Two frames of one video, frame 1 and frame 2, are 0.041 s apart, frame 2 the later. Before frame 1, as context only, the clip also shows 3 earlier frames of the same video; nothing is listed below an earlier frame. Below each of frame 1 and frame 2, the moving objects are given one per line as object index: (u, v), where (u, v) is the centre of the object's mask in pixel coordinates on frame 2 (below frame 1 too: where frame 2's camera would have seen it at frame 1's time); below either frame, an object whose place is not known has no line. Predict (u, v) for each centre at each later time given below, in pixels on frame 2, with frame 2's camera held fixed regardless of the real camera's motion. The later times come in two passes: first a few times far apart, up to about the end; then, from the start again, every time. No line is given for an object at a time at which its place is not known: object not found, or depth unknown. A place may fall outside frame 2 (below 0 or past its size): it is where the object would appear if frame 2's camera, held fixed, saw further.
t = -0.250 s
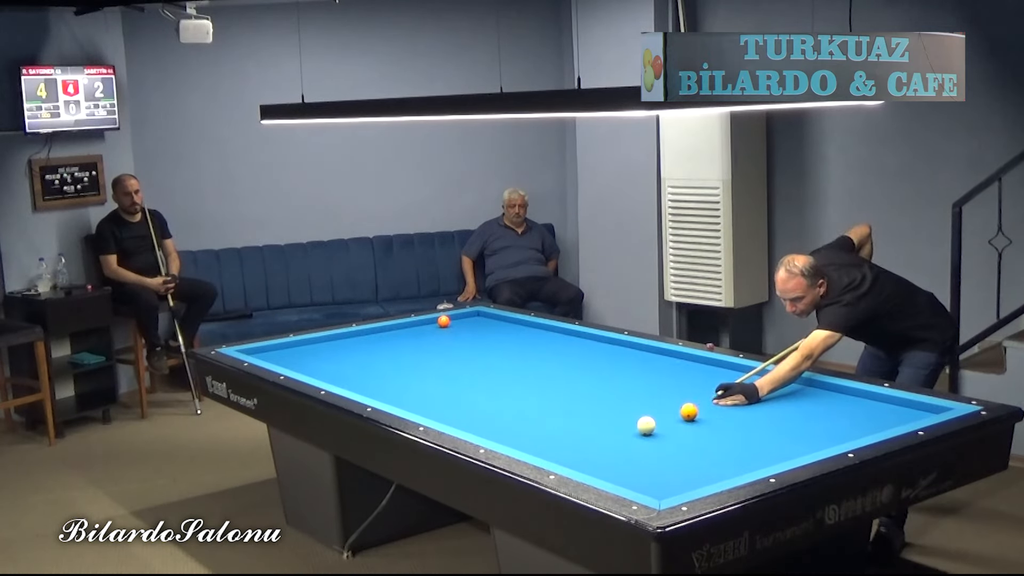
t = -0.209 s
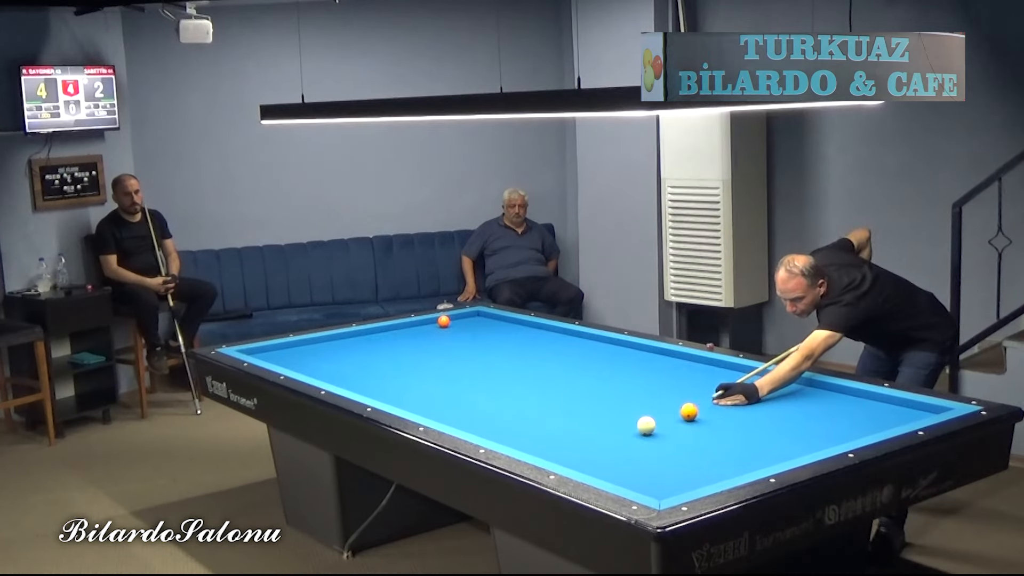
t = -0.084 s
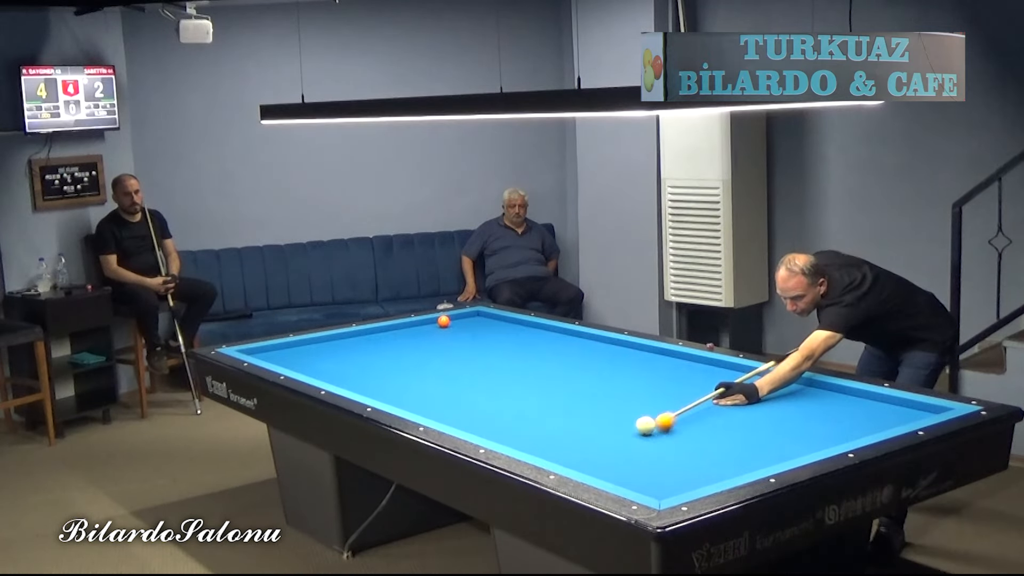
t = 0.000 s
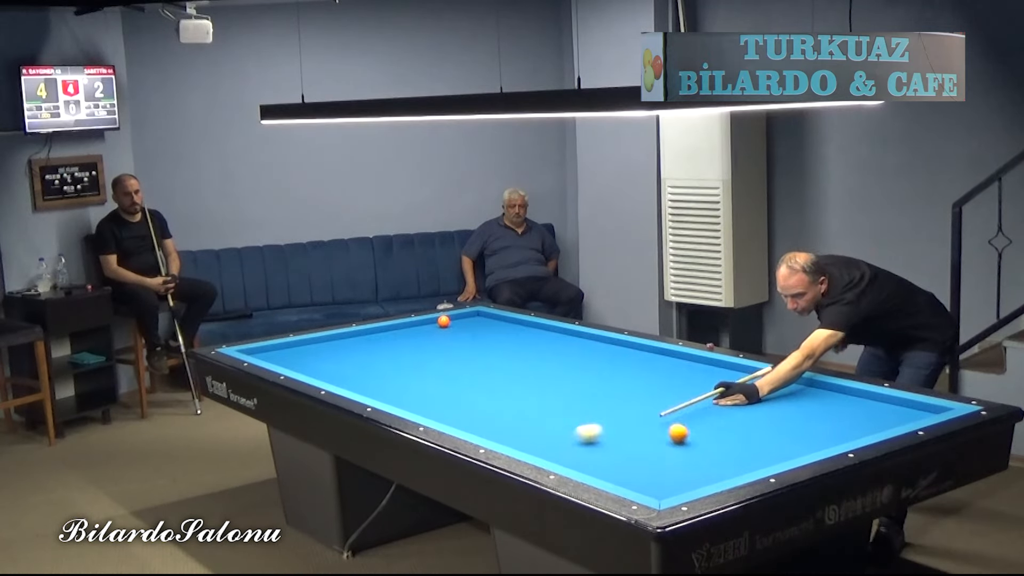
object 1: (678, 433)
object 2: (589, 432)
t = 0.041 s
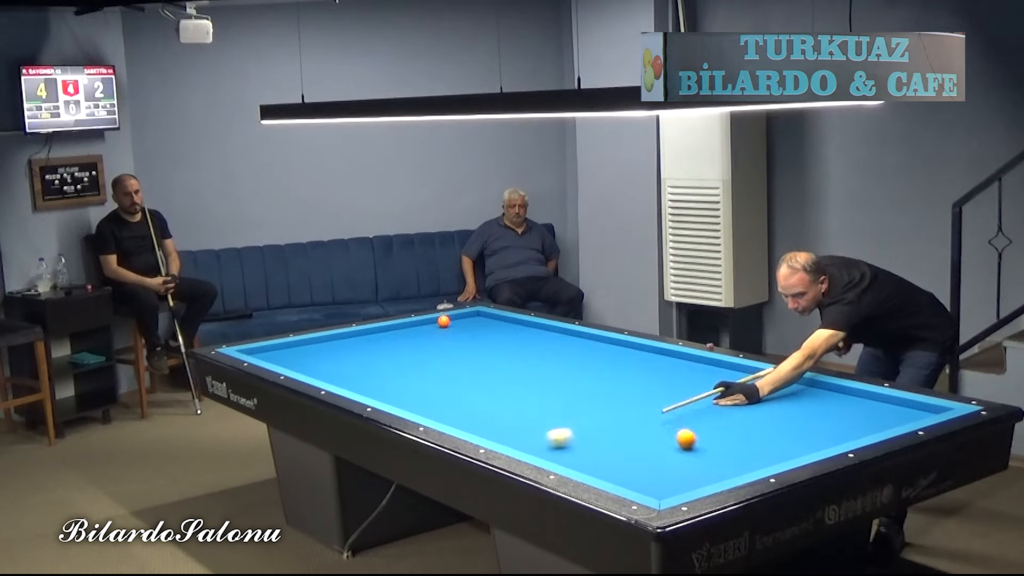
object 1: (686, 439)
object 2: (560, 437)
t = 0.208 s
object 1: (713, 461)
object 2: (539, 433)
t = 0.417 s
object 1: (679, 478)
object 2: (604, 410)
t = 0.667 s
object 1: (612, 472)
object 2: (657, 391)
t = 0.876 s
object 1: (604, 451)
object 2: (700, 375)
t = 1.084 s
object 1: (595, 435)
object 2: (722, 366)
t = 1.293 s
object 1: (587, 418)
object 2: (686, 373)
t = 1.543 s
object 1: (579, 403)
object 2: (651, 380)
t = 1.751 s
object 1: (572, 390)
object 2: (619, 387)
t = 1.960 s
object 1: (566, 379)
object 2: (589, 392)
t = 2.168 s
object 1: (561, 369)
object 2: (559, 398)
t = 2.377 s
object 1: (556, 359)
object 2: (525, 405)
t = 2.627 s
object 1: (551, 349)
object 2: (487, 412)
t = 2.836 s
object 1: (546, 341)
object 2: (451, 418)
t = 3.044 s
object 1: (543, 334)
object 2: (454, 418)
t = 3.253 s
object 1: (539, 327)
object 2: (471, 413)
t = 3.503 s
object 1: (518, 324)
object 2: (489, 409)
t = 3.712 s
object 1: (496, 322)
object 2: (505, 404)
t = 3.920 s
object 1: (478, 321)
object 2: (519, 401)
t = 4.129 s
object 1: (460, 319)
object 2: (533, 397)
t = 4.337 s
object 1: (441, 315)
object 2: (546, 393)
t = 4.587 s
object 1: (448, 317)
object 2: (561, 389)
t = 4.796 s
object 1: (452, 319)
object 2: (573, 386)
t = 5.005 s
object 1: (455, 320)
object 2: (584, 383)
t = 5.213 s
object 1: (458, 320)
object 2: (596, 380)
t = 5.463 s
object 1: (462, 321)
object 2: (608, 377)
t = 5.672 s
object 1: (465, 321)
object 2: (618, 374)
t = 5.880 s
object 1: (467, 321)
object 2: (627, 371)
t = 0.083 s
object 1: (693, 444)
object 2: (530, 441)
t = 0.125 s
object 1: (701, 450)
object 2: (510, 441)
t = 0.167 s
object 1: (707, 456)
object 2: (524, 438)
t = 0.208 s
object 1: (713, 461)
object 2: (539, 433)
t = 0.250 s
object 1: (718, 467)
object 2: (553, 428)
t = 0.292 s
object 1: (725, 473)
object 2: (572, 422)
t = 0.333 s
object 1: (717, 475)
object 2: (583, 417)
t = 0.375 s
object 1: (698, 477)
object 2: (594, 413)
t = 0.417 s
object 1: (679, 478)
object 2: (604, 410)
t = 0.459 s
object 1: (661, 479)
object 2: (614, 406)
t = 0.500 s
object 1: (644, 480)
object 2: (623, 403)
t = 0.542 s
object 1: (627, 479)
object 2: (632, 400)
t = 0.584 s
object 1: (613, 478)
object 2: (640, 397)
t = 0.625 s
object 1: (612, 475)
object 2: (649, 394)
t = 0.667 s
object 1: (612, 472)
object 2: (657, 391)
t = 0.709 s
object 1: (611, 468)
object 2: (665, 387)
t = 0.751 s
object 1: (610, 464)
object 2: (673, 385)
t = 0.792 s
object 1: (608, 458)
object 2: (685, 380)
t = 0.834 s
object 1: (606, 454)
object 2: (692, 378)
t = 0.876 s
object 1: (604, 451)
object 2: (700, 375)
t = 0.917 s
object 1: (602, 448)
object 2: (708, 372)
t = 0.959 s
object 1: (600, 444)
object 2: (715, 370)
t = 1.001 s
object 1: (599, 441)
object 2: (722, 367)
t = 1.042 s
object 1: (597, 438)
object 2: (728, 365)
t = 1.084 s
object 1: (595, 435)
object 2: (722, 366)
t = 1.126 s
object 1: (594, 432)
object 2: (715, 367)
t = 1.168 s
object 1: (592, 429)
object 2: (708, 369)
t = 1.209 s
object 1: (591, 425)
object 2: (701, 370)
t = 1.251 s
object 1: (588, 421)
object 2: (691, 372)
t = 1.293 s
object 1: (587, 418)
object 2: (686, 373)
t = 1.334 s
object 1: (586, 415)
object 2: (680, 375)
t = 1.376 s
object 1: (584, 413)
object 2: (674, 376)
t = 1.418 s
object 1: (583, 410)
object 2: (669, 377)
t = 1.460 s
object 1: (581, 408)
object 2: (663, 378)
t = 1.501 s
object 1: (580, 405)
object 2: (657, 379)
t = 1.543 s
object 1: (579, 403)
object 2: (651, 380)
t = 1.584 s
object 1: (578, 400)
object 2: (645, 381)
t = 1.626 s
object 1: (576, 398)
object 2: (639, 383)
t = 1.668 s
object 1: (575, 395)
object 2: (634, 384)
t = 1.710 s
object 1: (574, 393)
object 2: (628, 385)
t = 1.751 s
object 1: (572, 390)
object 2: (619, 387)
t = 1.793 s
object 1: (571, 387)
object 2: (613, 388)
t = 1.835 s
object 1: (570, 385)
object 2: (607, 389)
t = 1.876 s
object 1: (569, 383)
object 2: (601, 390)
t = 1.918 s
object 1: (568, 381)
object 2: (595, 391)
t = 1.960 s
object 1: (566, 379)
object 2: (589, 392)
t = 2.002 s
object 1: (565, 377)
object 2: (583, 393)
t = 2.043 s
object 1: (564, 375)
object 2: (577, 395)
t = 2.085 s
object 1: (563, 373)
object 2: (571, 396)
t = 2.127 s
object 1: (562, 371)
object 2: (565, 397)
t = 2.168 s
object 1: (561, 369)
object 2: (559, 398)
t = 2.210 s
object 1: (560, 367)
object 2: (553, 399)
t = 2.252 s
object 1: (559, 364)
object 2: (543, 401)
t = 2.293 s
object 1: (558, 363)
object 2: (537, 402)
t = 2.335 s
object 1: (557, 361)
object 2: (531, 404)
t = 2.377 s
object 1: (556, 359)
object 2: (525, 405)
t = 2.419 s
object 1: (555, 357)
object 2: (519, 406)
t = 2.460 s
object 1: (554, 355)
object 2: (512, 407)
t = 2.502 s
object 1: (553, 354)
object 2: (506, 409)
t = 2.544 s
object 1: (553, 352)
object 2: (499, 410)
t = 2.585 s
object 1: (552, 351)
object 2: (493, 411)
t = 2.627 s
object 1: (551, 349)
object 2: (487, 412)
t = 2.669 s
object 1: (550, 348)
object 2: (480, 414)
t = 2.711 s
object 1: (549, 345)
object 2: (471, 415)
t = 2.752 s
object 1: (548, 344)
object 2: (464, 417)
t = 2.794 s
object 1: (547, 342)
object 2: (457, 418)
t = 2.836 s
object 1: (546, 341)
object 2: (451, 418)
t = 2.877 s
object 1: (546, 339)
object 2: (445, 418)
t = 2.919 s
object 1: (545, 338)
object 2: (442, 418)
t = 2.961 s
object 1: (544, 337)
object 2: (447, 418)
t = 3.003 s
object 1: (543, 335)
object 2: (450, 418)
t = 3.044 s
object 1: (543, 334)
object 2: (454, 418)
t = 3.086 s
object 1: (542, 332)
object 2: (457, 417)
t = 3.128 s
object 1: (541, 331)
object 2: (460, 416)
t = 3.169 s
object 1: (540, 330)
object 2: (463, 416)
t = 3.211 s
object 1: (539, 328)
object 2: (468, 414)
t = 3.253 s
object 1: (539, 327)
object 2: (471, 413)
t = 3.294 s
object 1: (538, 325)
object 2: (474, 413)
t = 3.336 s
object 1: (534, 325)
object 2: (477, 412)
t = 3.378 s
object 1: (530, 325)
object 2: (480, 411)
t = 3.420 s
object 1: (525, 324)
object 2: (483, 410)
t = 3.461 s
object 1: (522, 324)
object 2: (487, 409)
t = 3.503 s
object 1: (518, 324)
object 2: (489, 409)
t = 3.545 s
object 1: (514, 323)
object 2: (492, 408)
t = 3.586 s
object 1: (510, 323)
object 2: (495, 407)
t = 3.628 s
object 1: (506, 323)
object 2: (498, 406)
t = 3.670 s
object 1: (502, 322)
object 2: (501, 405)
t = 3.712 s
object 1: (496, 322)
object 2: (505, 404)
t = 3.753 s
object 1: (493, 322)
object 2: (508, 404)
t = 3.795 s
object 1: (489, 321)
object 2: (511, 403)
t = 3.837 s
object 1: (485, 321)
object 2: (514, 402)
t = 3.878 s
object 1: (482, 321)
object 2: (517, 401)
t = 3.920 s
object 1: (478, 321)
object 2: (519, 401)
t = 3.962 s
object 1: (474, 320)
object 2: (522, 400)
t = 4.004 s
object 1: (471, 320)
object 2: (525, 399)
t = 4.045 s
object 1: (467, 320)
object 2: (527, 398)
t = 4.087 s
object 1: (463, 320)
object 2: (530, 398)
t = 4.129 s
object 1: (460, 319)
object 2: (533, 397)
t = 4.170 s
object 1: (455, 319)
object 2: (536, 396)
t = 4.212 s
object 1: (452, 318)
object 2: (539, 395)
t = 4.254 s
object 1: (449, 317)
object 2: (541, 395)
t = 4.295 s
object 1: (445, 316)
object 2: (544, 394)
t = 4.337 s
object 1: (441, 315)
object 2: (546, 393)
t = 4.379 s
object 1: (442, 315)
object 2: (549, 393)
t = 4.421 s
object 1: (444, 315)
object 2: (551, 392)
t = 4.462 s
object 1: (446, 316)
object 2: (553, 391)
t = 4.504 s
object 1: (447, 316)
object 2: (556, 391)
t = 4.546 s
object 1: (448, 316)
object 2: (558, 390)
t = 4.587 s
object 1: (448, 317)
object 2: (561, 389)
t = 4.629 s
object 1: (449, 318)
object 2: (563, 389)
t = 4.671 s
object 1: (450, 318)
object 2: (566, 388)
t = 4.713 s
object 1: (451, 319)
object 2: (569, 387)
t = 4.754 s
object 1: (451, 319)
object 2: (571, 387)
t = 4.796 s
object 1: (452, 319)
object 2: (573, 386)
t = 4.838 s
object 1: (452, 319)
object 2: (575, 385)
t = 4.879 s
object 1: (453, 319)
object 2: (577, 385)
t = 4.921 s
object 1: (454, 320)
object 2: (580, 384)
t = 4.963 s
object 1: (454, 320)
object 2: (582, 384)
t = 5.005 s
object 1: (455, 320)
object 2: (584, 383)
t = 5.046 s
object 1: (455, 320)
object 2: (586, 383)
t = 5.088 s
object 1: (456, 320)
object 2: (589, 382)
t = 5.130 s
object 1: (457, 320)
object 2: (591, 382)
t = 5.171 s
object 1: (458, 320)
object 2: (594, 380)
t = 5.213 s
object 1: (458, 320)
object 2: (596, 380)
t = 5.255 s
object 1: (459, 320)
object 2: (598, 379)
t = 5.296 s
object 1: (460, 320)
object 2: (600, 379)
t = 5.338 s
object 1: (460, 321)
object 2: (602, 378)
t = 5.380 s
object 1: (461, 321)
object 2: (604, 378)
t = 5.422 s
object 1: (461, 320)
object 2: (606, 377)
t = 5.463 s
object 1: (462, 321)
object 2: (608, 377)
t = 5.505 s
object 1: (462, 321)
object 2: (610, 376)
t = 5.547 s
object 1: (463, 321)
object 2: (612, 376)
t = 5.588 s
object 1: (463, 321)
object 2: (614, 375)
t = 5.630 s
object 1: (464, 321)
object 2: (615, 375)
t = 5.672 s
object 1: (465, 321)
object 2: (618, 374)
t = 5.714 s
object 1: (465, 321)
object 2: (620, 373)
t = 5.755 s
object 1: (466, 321)
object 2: (622, 373)
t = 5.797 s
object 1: (466, 321)
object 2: (624, 372)
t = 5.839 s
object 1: (467, 321)
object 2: (626, 372)
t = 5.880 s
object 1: (467, 321)
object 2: (627, 371)
